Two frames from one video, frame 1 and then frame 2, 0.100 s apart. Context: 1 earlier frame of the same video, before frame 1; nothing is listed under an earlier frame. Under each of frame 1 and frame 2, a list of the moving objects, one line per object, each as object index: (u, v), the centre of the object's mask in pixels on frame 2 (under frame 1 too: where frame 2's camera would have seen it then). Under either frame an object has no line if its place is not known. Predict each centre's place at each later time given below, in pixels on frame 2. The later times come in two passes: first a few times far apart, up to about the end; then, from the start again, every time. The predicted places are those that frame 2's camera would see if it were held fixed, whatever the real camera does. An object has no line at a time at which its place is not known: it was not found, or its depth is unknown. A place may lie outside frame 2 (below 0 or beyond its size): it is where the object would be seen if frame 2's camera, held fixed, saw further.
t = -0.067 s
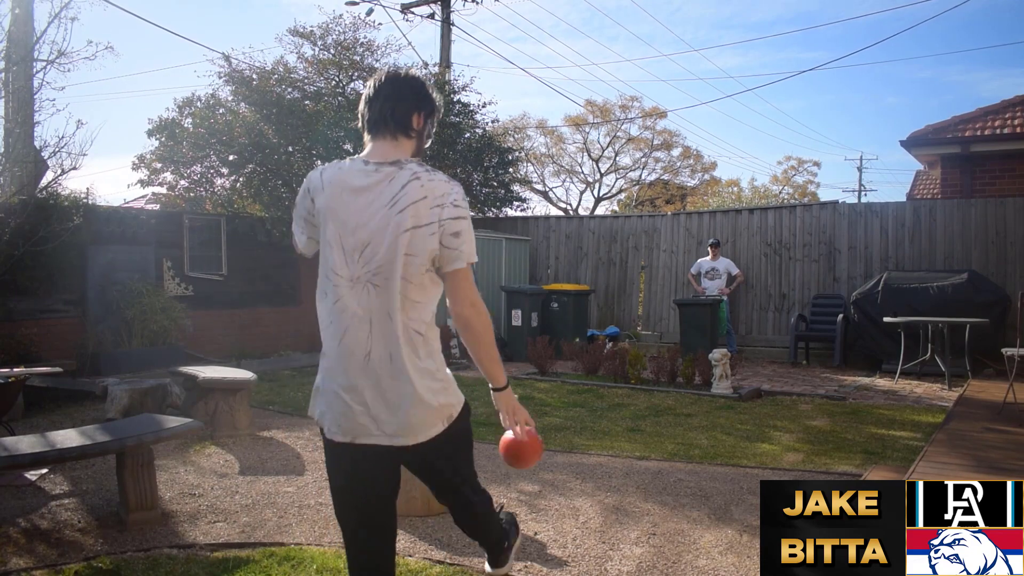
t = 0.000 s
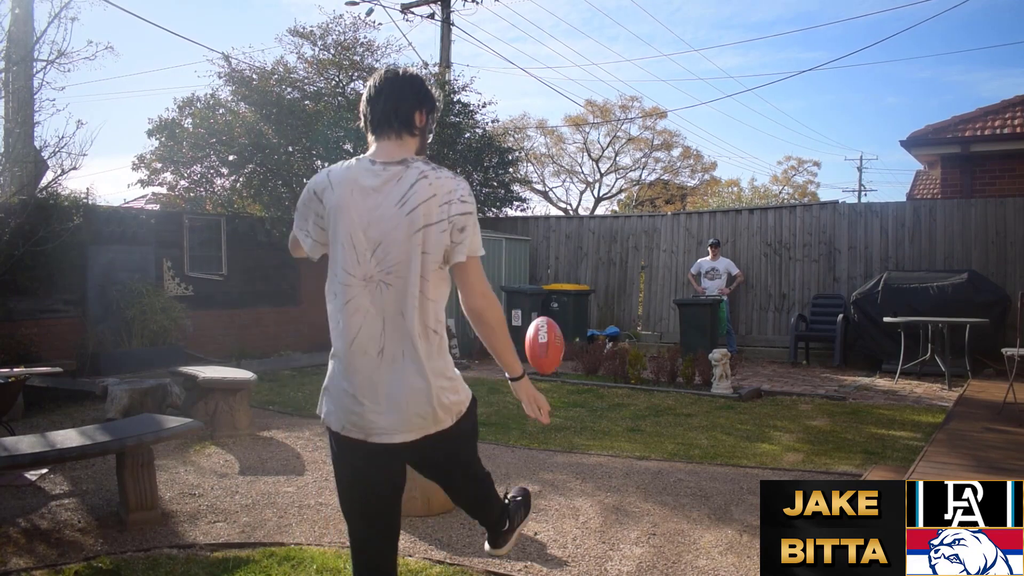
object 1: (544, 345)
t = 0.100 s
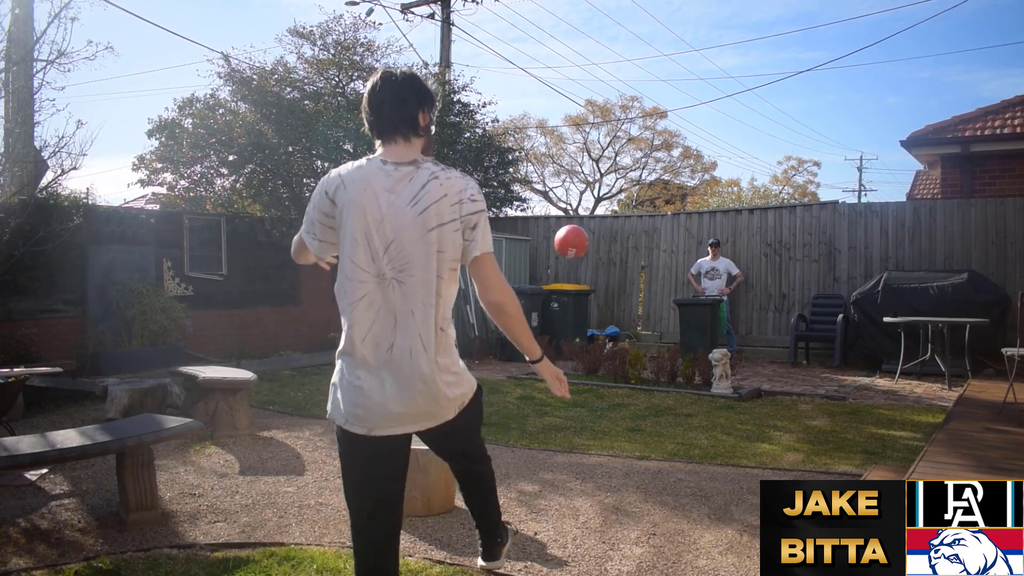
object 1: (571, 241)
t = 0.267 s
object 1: (600, 158)
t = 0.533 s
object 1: (627, 143)
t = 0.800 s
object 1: (642, 202)
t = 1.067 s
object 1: (652, 299)
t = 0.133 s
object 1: (578, 218)
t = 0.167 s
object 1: (584, 198)
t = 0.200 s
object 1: (590, 181)
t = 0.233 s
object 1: (595, 168)
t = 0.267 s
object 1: (600, 158)
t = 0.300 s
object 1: (604, 150)
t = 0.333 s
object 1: (608, 144)
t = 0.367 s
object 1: (611, 139)
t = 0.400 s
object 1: (615, 137)
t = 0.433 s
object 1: (618, 136)
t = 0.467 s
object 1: (621, 138)
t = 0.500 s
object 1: (624, 140)
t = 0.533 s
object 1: (627, 143)
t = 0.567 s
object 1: (629, 147)
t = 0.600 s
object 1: (631, 152)
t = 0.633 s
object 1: (634, 159)
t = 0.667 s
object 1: (635, 166)
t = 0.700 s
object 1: (637, 173)
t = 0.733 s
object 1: (639, 183)
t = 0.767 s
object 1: (641, 192)
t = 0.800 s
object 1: (642, 202)
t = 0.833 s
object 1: (644, 213)
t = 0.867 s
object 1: (646, 224)
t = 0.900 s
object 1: (647, 236)
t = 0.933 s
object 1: (648, 247)
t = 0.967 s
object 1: (649, 259)
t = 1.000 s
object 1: (650, 272)
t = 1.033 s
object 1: (651, 286)
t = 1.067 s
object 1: (652, 299)
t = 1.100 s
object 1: (653, 314)
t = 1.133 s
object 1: (654, 328)
